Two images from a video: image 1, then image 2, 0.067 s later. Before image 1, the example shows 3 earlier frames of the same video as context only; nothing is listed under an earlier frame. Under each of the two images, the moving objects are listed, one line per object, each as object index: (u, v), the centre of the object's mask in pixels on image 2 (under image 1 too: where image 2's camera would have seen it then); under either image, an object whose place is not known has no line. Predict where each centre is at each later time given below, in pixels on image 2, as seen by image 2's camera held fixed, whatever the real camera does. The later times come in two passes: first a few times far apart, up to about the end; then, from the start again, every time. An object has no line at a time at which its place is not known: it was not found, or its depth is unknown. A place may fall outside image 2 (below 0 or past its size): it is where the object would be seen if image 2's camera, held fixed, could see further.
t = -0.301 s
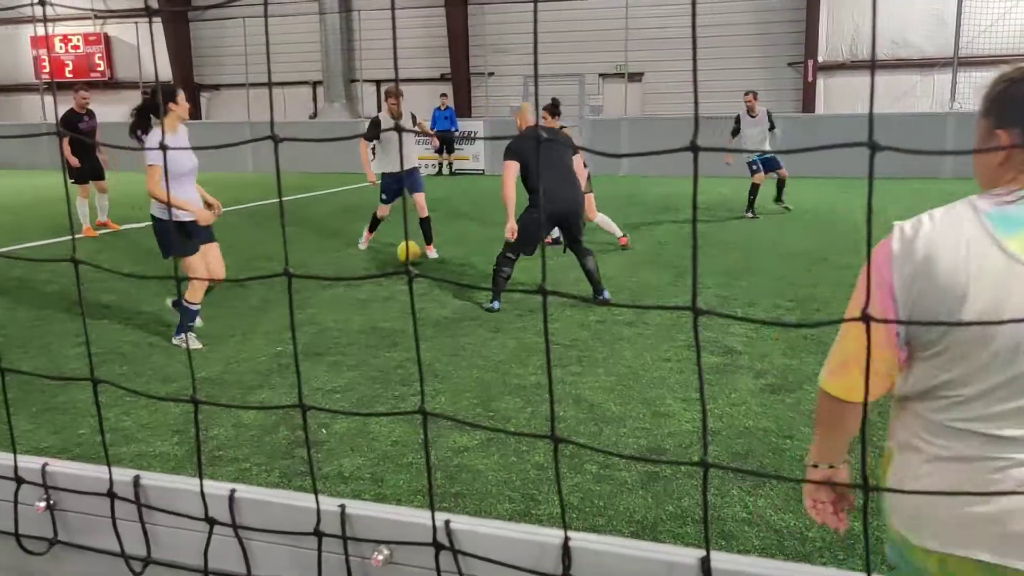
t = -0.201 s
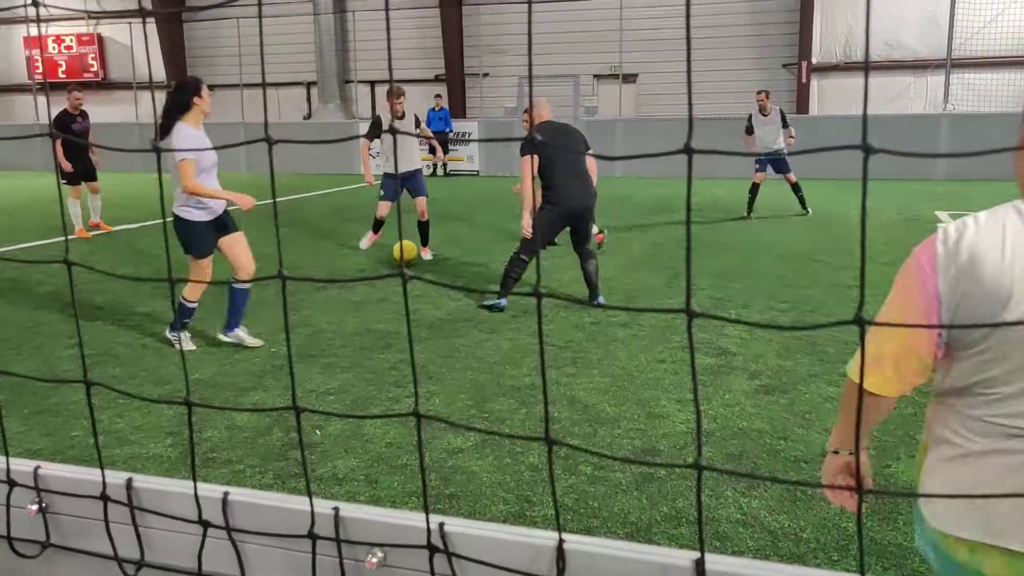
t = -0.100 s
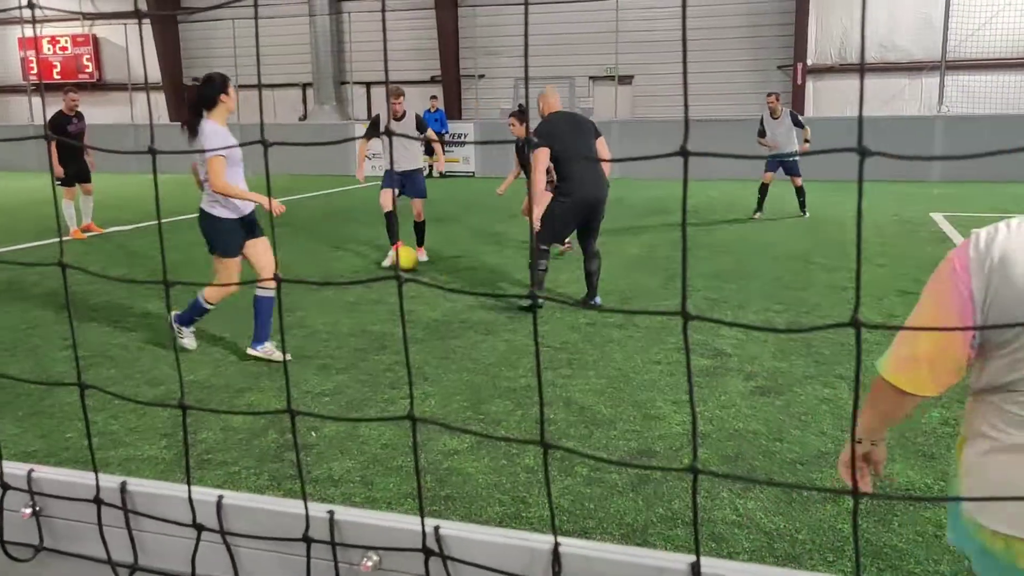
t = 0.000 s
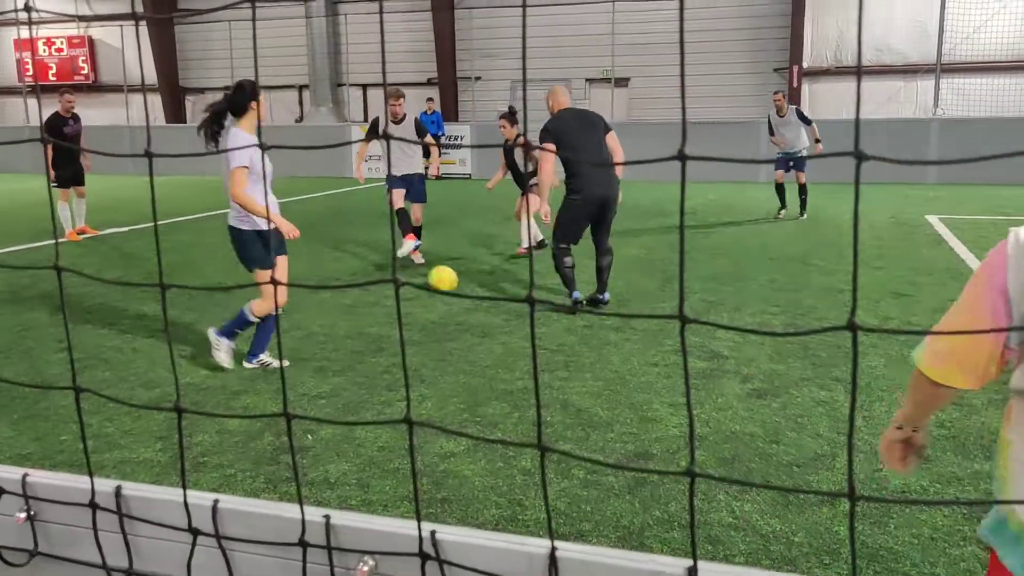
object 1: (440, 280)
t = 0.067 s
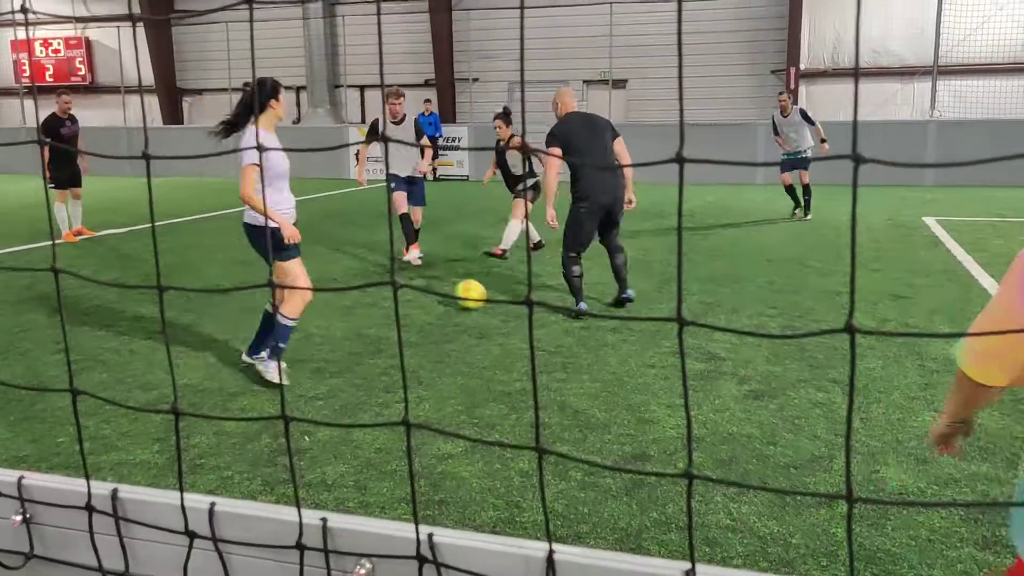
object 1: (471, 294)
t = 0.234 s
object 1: (557, 335)
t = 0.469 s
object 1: (723, 422)
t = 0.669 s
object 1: (971, 540)
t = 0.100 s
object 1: (487, 304)
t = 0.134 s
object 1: (503, 309)
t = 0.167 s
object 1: (519, 316)
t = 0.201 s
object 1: (538, 324)
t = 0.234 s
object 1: (557, 335)
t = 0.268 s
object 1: (579, 349)
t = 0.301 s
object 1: (599, 356)
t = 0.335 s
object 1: (620, 363)
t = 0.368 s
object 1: (642, 372)
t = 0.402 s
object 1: (666, 386)
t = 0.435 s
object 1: (693, 403)
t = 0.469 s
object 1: (723, 422)
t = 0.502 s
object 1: (754, 435)
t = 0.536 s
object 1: (789, 451)
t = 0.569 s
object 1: (827, 469)
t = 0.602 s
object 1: (872, 494)
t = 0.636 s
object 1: (918, 519)
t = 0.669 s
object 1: (971, 540)
